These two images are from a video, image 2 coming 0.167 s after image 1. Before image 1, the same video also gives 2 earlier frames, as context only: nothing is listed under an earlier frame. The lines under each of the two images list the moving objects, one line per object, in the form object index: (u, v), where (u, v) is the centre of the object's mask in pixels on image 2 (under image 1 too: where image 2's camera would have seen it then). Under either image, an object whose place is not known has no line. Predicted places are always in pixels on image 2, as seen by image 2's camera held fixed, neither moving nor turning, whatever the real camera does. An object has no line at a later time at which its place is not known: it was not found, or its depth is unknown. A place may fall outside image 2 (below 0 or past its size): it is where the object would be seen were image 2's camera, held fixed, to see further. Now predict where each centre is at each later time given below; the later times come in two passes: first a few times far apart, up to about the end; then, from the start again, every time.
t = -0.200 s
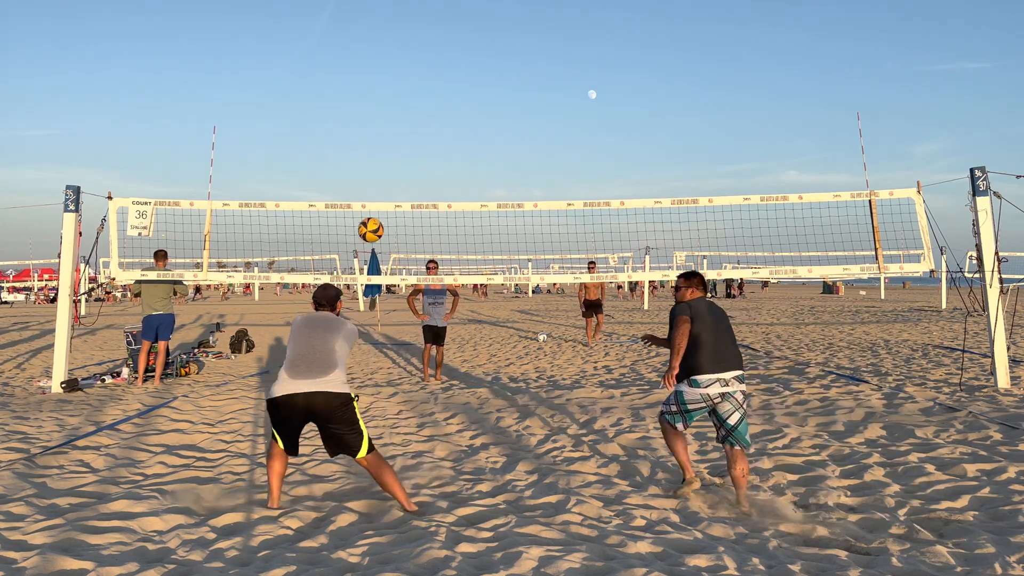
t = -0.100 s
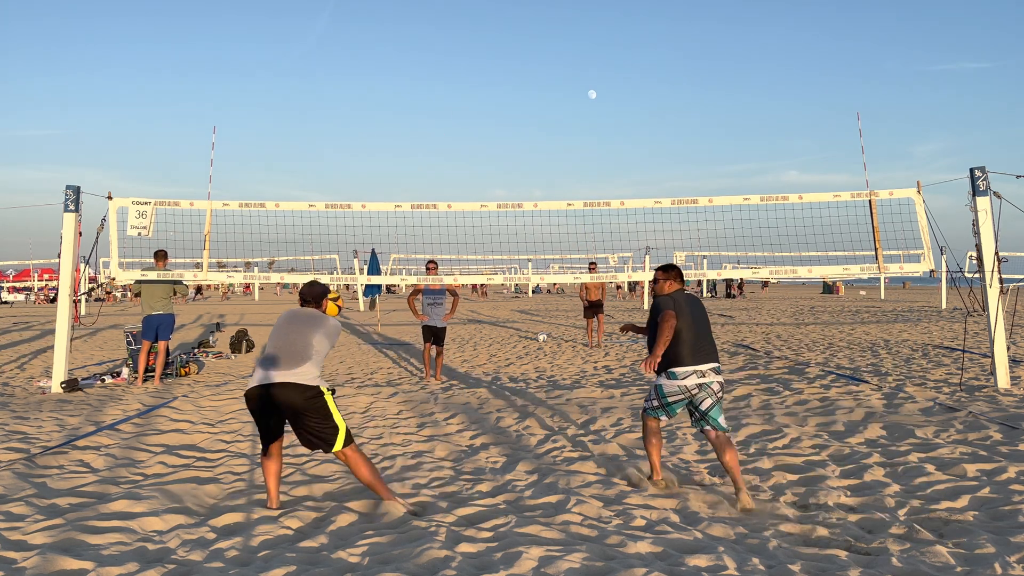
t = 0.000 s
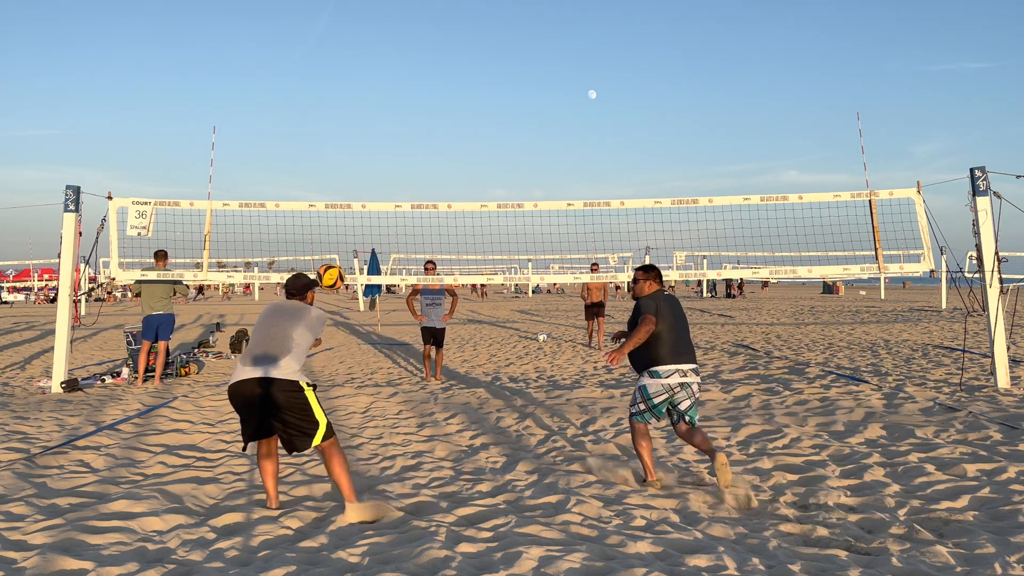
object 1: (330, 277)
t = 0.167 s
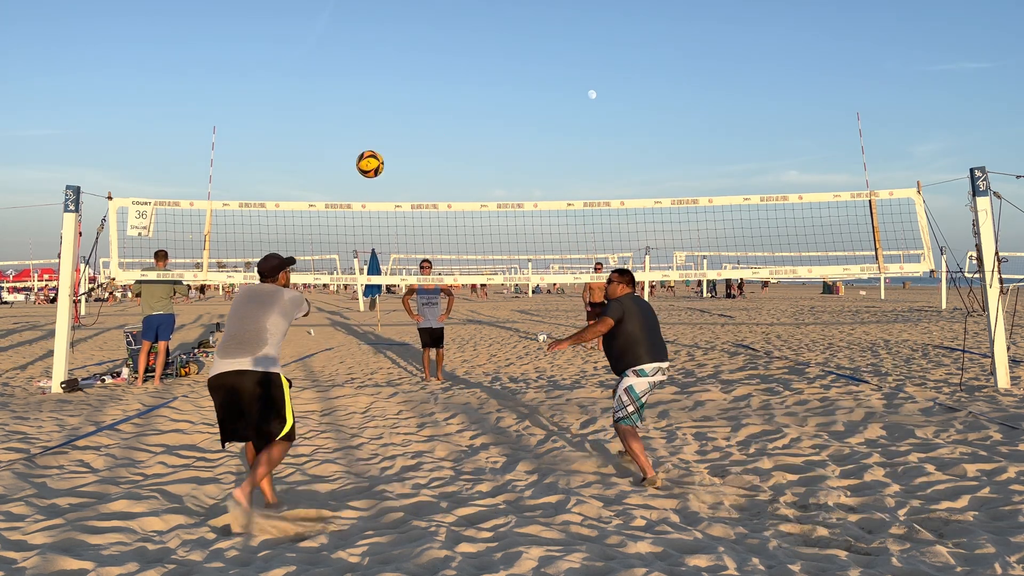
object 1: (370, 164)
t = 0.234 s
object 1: (384, 132)
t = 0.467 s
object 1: (426, 71)
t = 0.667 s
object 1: (455, 73)
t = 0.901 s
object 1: (481, 130)
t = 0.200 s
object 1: (377, 147)
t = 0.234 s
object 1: (384, 132)
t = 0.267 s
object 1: (390, 119)
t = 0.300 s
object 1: (397, 107)
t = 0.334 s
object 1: (403, 97)
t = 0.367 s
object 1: (409, 88)
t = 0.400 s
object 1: (415, 81)
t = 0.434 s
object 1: (421, 75)
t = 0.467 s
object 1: (426, 71)
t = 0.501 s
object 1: (432, 68)
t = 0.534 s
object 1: (437, 66)
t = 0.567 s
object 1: (442, 66)
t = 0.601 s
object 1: (446, 67)
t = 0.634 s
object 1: (451, 69)
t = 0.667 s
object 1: (455, 73)
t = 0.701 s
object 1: (459, 77)
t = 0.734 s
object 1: (463, 83)
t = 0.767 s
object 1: (467, 90)
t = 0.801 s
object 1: (471, 98)
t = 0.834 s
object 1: (474, 108)
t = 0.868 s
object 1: (477, 119)
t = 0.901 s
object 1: (481, 130)
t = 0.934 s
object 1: (483, 143)
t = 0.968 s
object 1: (486, 157)
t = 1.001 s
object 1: (489, 171)
